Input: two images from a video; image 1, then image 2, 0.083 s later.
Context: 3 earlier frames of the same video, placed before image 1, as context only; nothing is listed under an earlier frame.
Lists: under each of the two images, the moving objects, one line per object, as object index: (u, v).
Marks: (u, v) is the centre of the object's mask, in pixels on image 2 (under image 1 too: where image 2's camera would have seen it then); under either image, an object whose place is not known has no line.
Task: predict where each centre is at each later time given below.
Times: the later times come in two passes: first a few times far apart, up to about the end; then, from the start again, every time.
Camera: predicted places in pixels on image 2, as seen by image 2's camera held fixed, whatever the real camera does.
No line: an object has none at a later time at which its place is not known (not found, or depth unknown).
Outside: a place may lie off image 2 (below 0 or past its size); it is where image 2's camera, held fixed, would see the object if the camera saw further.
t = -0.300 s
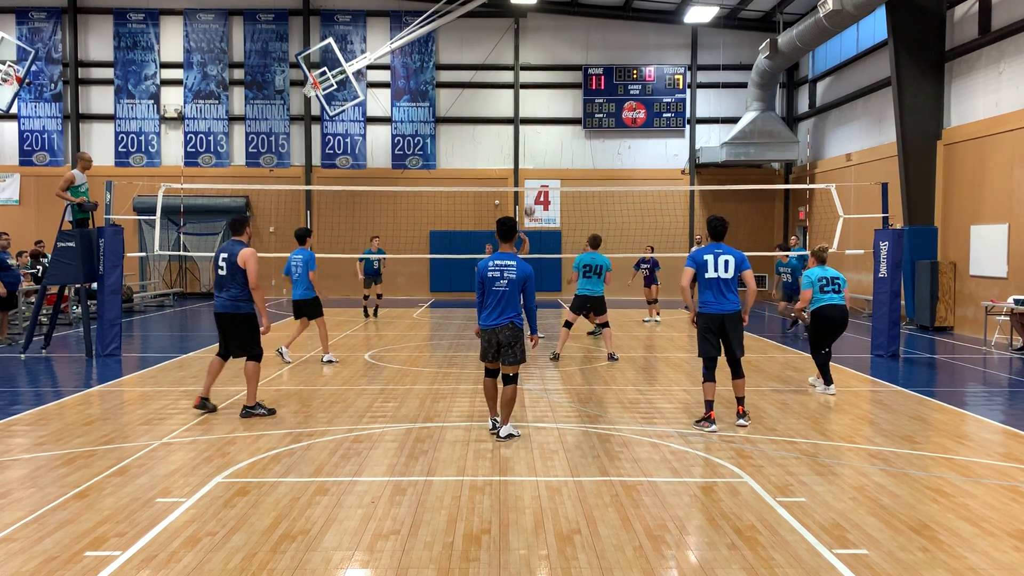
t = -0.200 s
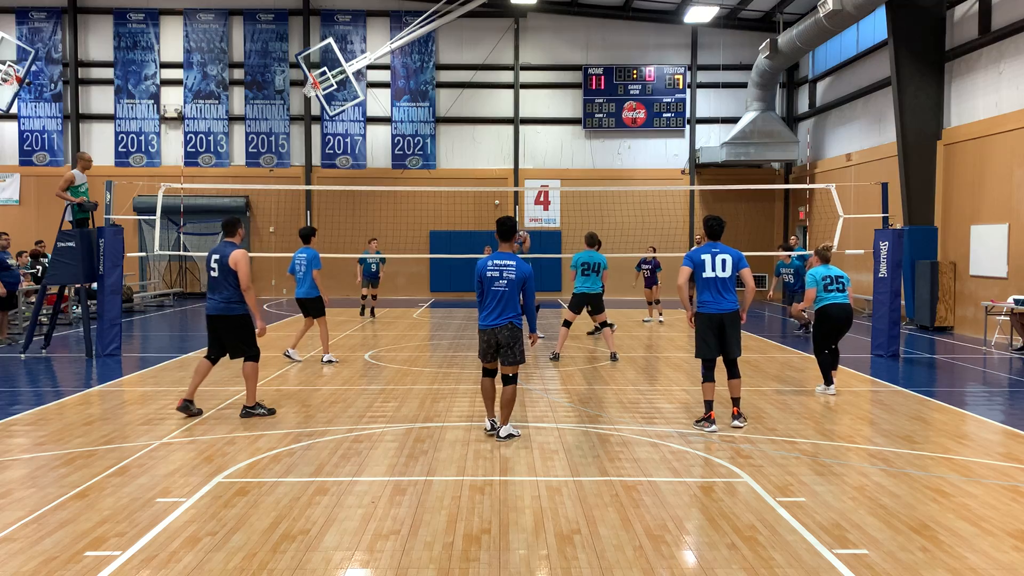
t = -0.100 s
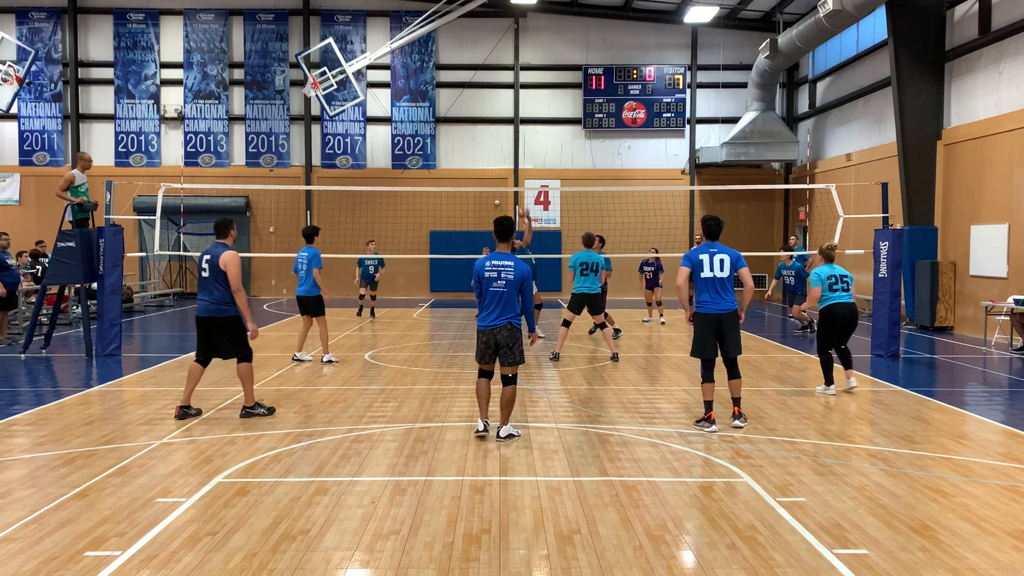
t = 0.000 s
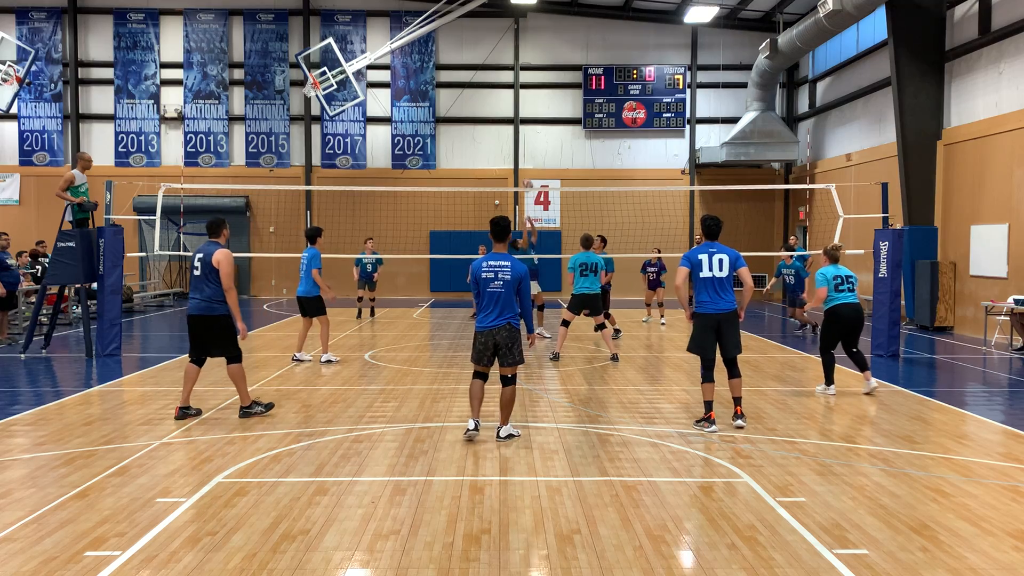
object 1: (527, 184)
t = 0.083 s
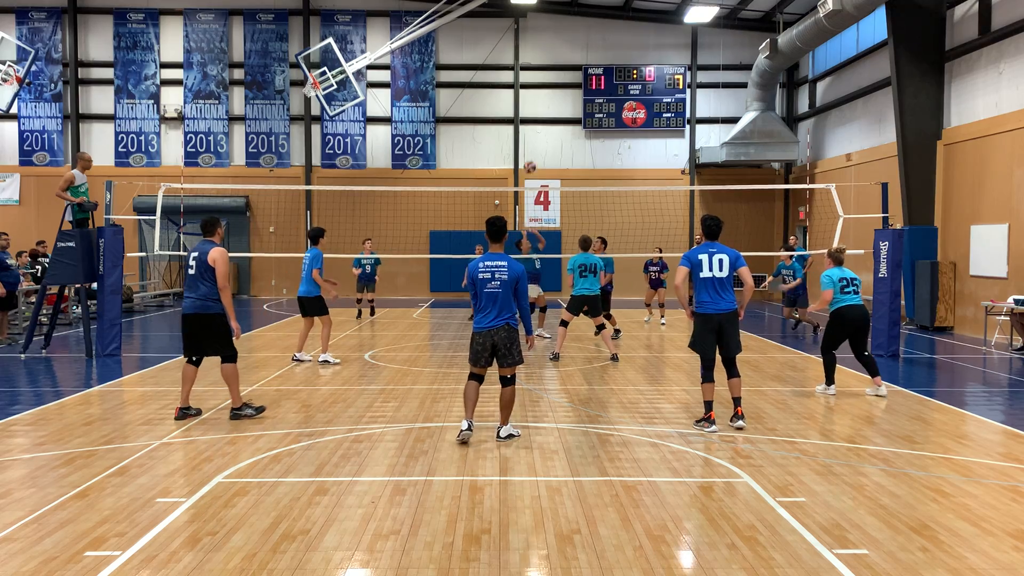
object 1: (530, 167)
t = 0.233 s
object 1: (534, 143)
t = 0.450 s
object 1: (540, 133)
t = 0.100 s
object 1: (530, 164)
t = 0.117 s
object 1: (530, 160)
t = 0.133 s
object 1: (531, 158)
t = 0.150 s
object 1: (531, 155)
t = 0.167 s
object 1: (532, 152)
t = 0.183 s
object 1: (533, 150)
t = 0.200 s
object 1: (533, 147)
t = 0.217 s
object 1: (534, 145)
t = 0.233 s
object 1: (534, 143)
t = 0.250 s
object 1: (535, 142)
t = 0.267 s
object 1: (535, 140)
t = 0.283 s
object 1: (536, 138)
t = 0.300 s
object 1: (536, 137)
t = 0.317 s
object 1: (537, 136)
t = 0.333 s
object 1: (537, 135)
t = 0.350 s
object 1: (538, 134)
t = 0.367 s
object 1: (538, 134)
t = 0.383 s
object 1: (538, 133)
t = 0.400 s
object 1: (539, 133)
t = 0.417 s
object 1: (539, 133)
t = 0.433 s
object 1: (540, 133)
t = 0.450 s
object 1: (540, 133)
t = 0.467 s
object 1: (541, 133)
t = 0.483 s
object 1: (541, 134)
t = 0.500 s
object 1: (542, 135)
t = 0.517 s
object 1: (542, 136)
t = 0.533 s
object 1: (543, 137)
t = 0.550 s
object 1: (543, 138)
